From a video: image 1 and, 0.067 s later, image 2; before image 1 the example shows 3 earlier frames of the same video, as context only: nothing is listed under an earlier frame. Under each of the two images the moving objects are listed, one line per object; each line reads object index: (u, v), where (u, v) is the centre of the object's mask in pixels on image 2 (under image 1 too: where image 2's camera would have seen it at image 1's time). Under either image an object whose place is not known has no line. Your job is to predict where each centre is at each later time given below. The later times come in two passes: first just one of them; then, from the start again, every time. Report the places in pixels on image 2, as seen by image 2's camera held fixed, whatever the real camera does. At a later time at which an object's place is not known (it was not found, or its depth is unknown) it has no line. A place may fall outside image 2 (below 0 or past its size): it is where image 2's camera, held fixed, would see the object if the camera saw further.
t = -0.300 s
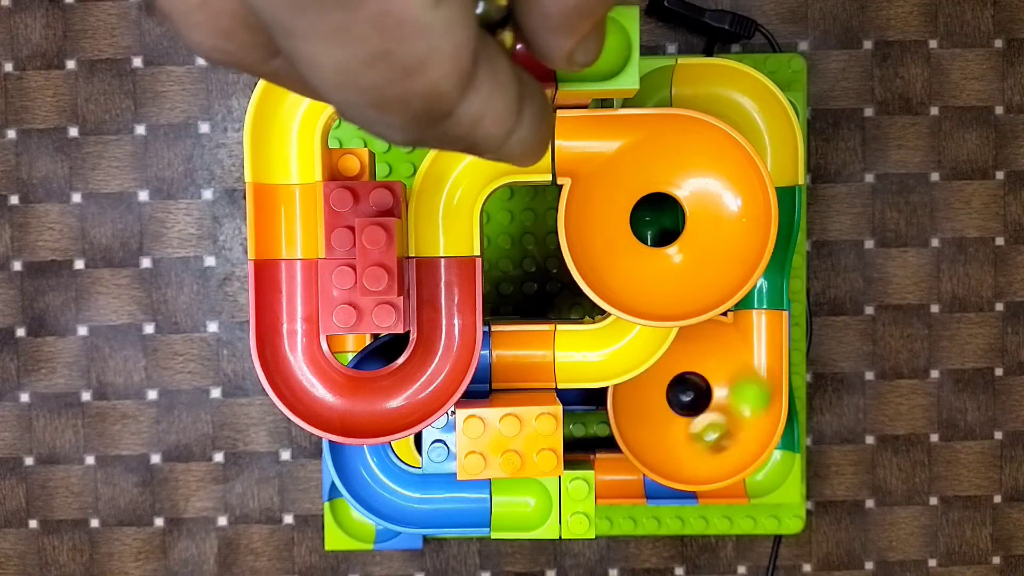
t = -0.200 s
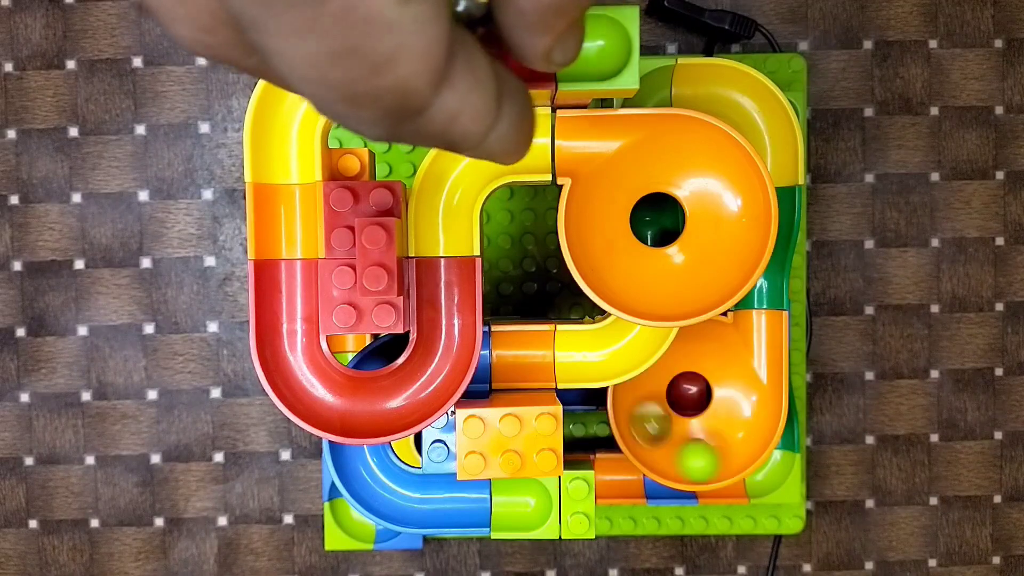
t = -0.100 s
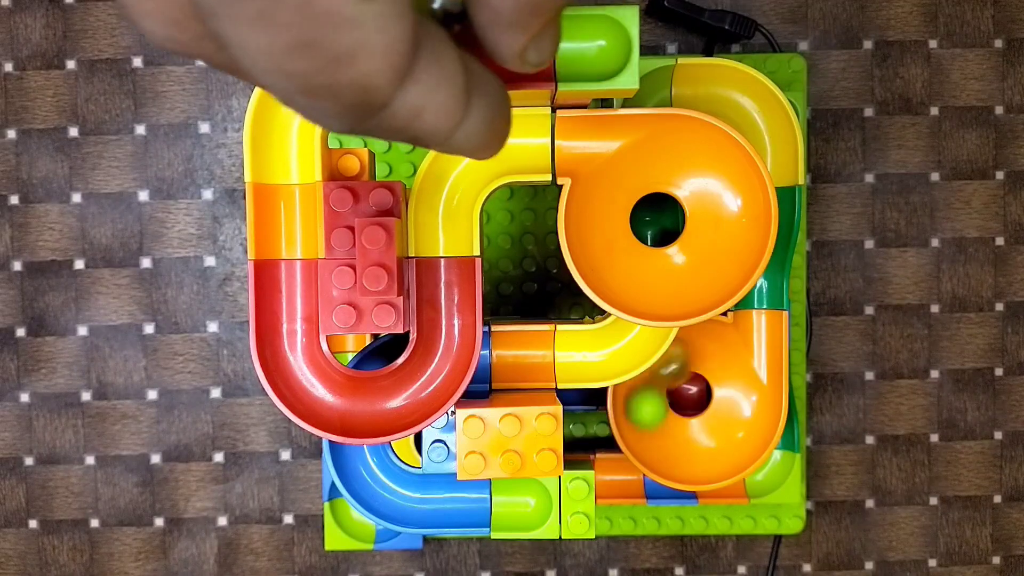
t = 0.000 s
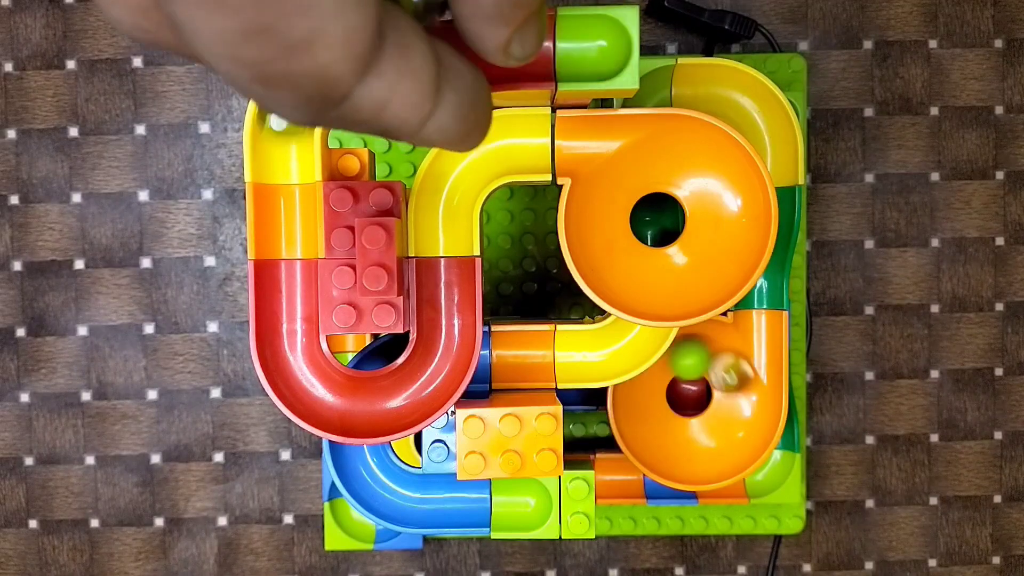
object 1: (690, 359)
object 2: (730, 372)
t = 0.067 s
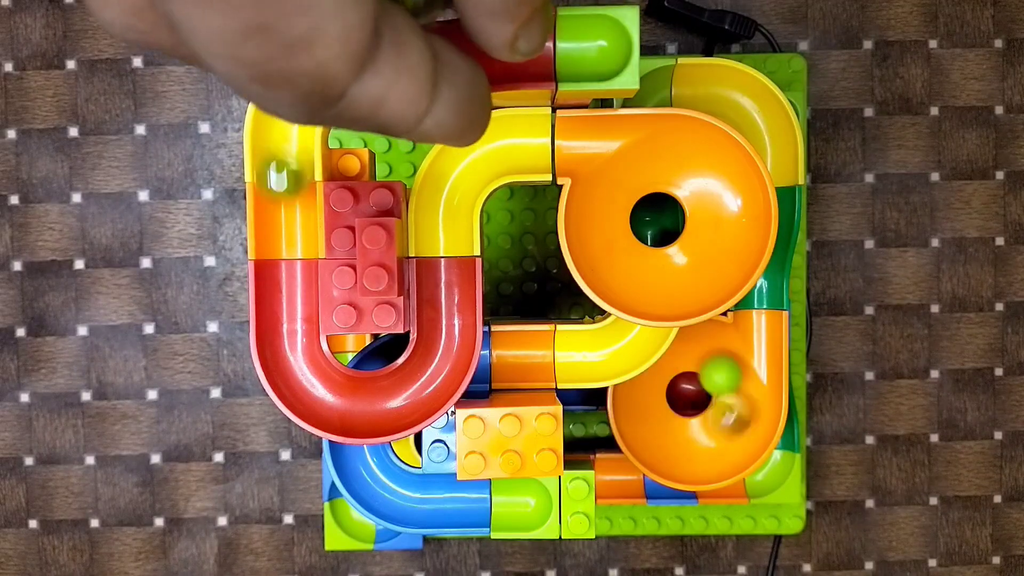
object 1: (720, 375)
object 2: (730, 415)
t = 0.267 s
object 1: (669, 427)
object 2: (653, 386)
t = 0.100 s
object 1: (724, 393)
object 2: (716, 431)
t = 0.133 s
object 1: (720, 411)
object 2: (692, 441)
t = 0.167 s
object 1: (710, 425)
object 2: (669, 438)
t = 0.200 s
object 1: (696, 433)
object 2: (653, 426)
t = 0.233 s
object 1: (681, 435)
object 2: (647, 406)
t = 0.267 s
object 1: (669, 427)
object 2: (653, 386)
